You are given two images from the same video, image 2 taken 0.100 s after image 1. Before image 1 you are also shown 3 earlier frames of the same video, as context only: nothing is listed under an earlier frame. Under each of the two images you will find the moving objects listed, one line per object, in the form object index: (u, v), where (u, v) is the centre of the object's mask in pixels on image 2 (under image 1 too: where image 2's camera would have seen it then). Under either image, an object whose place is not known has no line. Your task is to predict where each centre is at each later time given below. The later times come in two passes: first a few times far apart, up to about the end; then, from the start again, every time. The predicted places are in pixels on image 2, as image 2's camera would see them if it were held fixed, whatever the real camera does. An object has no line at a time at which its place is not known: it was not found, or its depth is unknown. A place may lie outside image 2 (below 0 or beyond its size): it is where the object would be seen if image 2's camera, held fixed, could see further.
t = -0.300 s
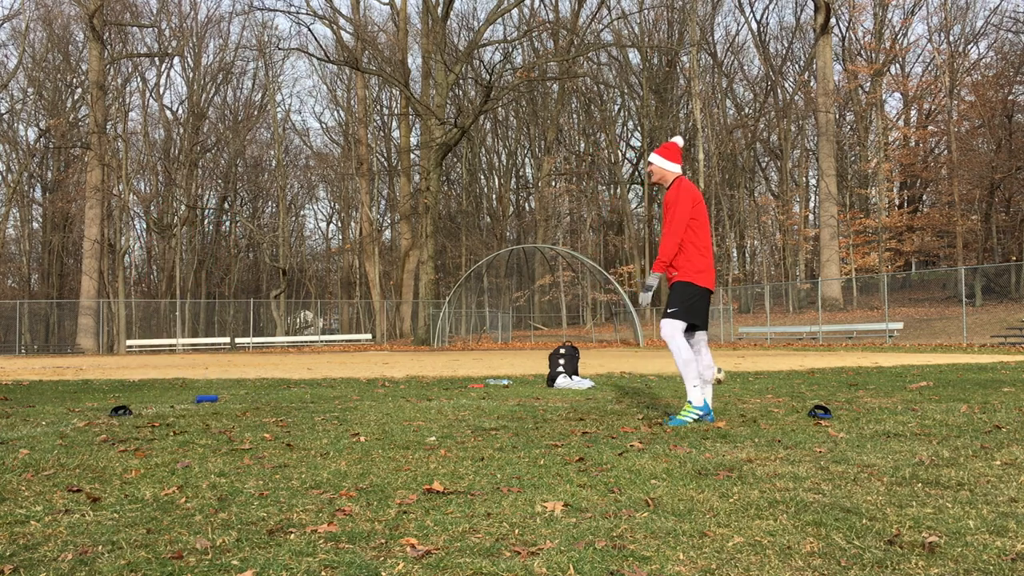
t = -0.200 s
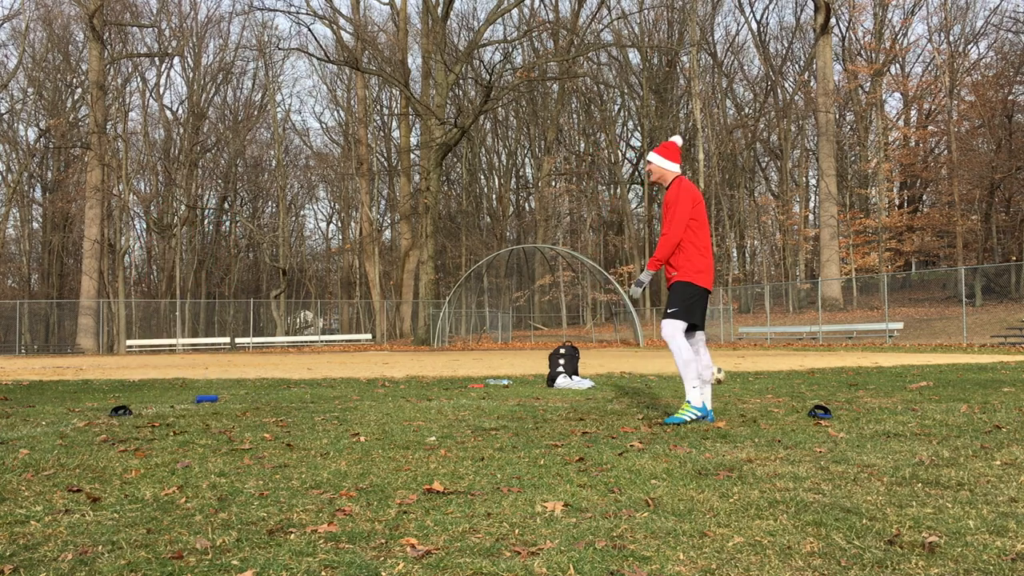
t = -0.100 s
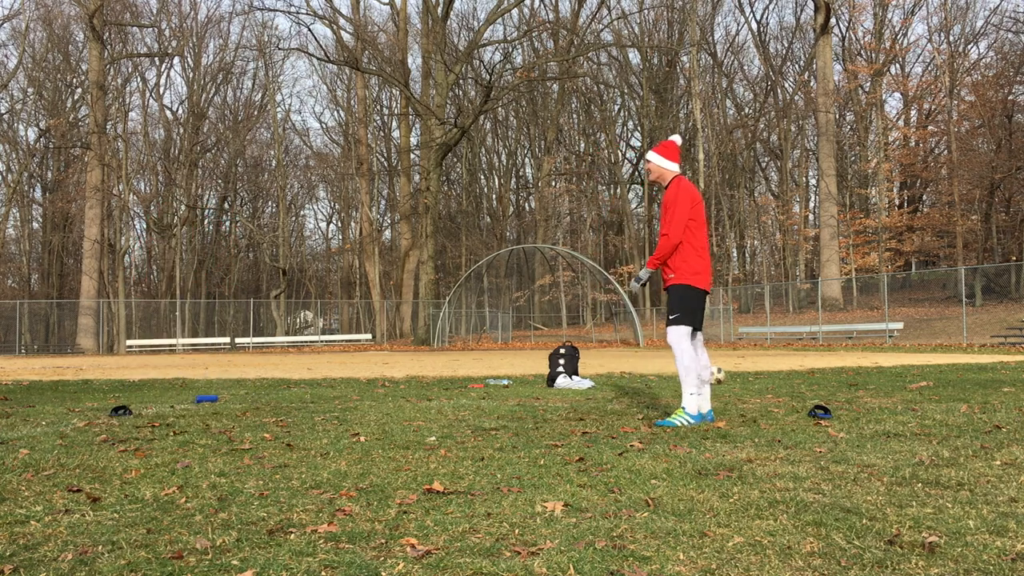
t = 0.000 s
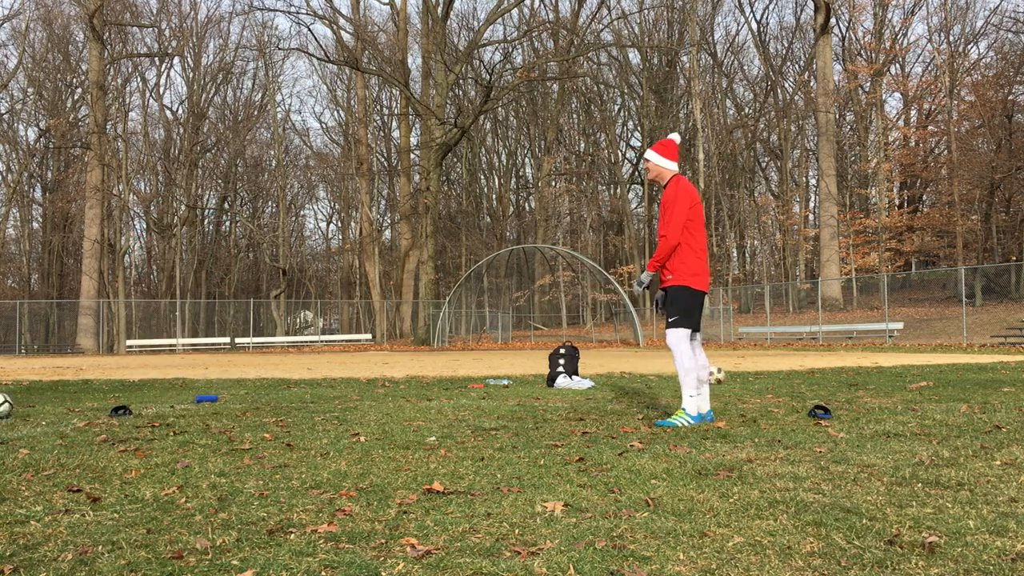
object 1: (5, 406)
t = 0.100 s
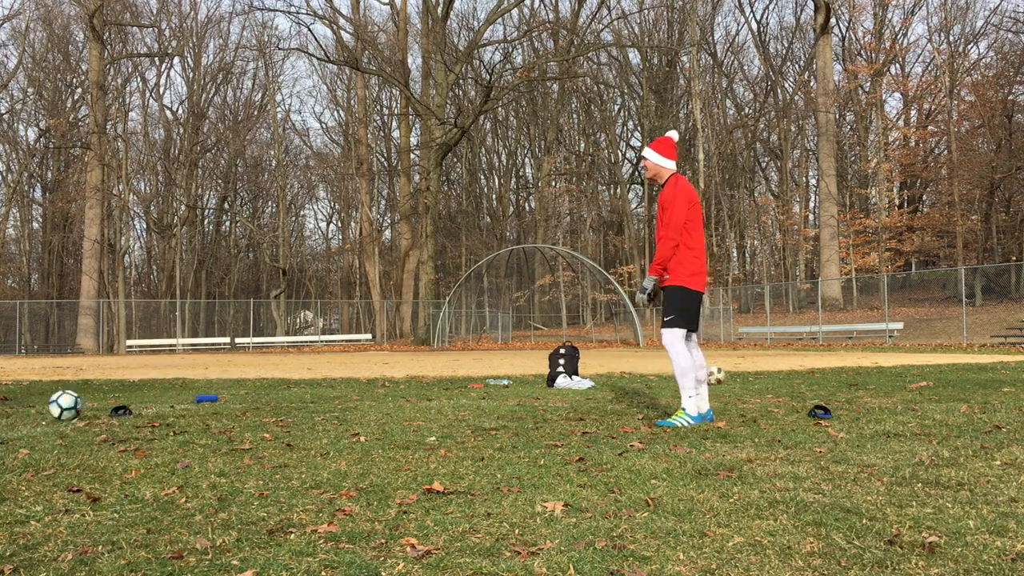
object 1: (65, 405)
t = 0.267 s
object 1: (172, 407)
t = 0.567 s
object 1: (330, 410)
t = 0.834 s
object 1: (471, 408)
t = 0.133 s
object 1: (88, 406)
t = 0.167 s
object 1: (112, 408)
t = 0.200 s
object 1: (132, 408)
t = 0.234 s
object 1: (153, 408)
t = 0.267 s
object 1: (172, 407)
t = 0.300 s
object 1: (190, 407)
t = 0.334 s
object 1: (207, 406)
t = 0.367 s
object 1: (226, 407)
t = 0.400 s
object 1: (245, 409)
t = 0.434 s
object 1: (262, 409)
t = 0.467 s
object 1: (279, 409)
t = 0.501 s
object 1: (295, 408)
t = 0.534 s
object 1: (313, 409)
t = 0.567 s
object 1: (330, 410)
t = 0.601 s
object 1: (347, 410)
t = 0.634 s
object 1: (365, 411)
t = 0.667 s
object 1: (383, 411)
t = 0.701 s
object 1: (401, 411)
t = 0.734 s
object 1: (418, 412)
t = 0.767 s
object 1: (436, 413)
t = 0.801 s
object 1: (453, 412)
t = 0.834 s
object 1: (471, 408)
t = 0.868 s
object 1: (488, 406)
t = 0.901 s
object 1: (507, 405)
